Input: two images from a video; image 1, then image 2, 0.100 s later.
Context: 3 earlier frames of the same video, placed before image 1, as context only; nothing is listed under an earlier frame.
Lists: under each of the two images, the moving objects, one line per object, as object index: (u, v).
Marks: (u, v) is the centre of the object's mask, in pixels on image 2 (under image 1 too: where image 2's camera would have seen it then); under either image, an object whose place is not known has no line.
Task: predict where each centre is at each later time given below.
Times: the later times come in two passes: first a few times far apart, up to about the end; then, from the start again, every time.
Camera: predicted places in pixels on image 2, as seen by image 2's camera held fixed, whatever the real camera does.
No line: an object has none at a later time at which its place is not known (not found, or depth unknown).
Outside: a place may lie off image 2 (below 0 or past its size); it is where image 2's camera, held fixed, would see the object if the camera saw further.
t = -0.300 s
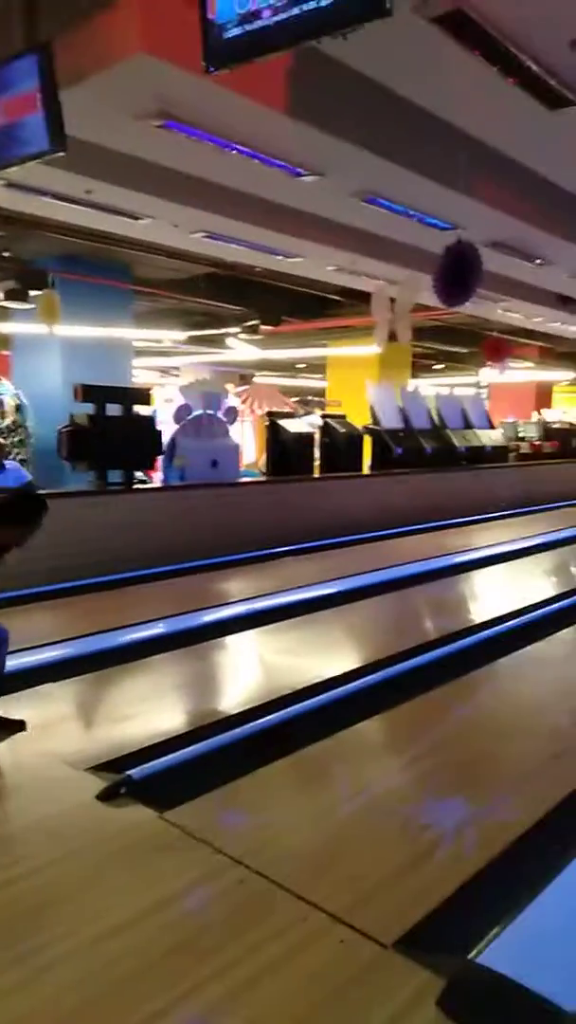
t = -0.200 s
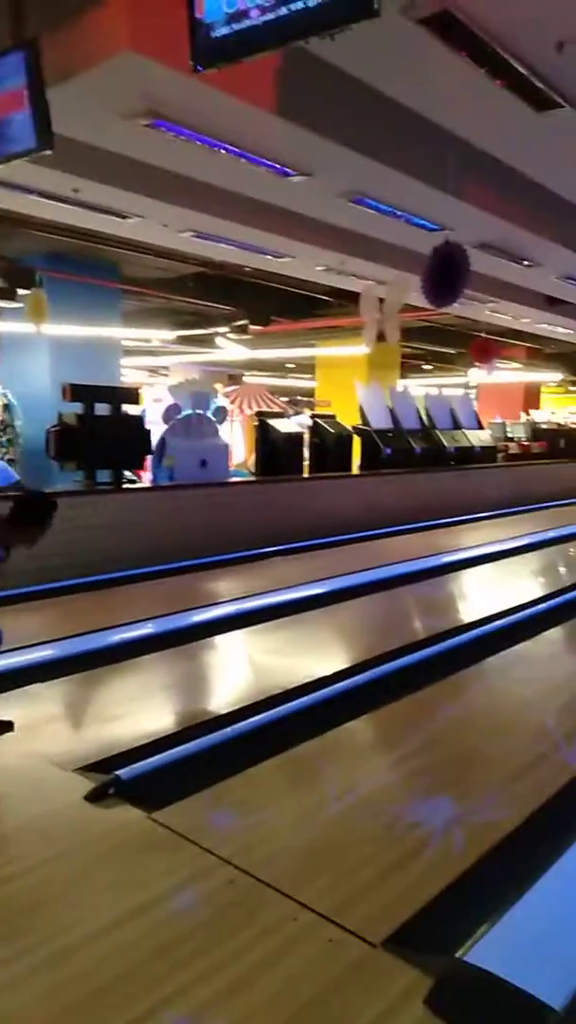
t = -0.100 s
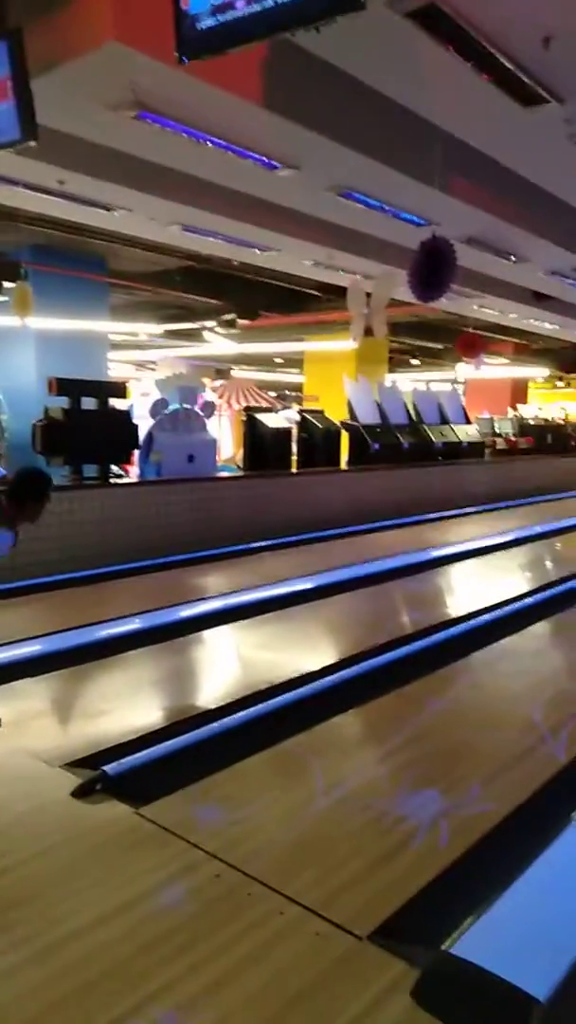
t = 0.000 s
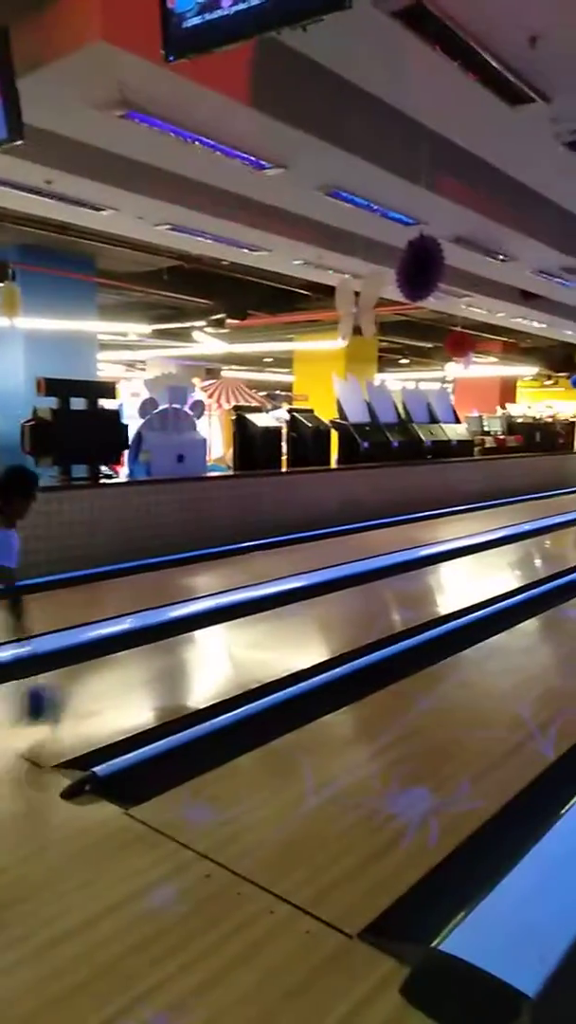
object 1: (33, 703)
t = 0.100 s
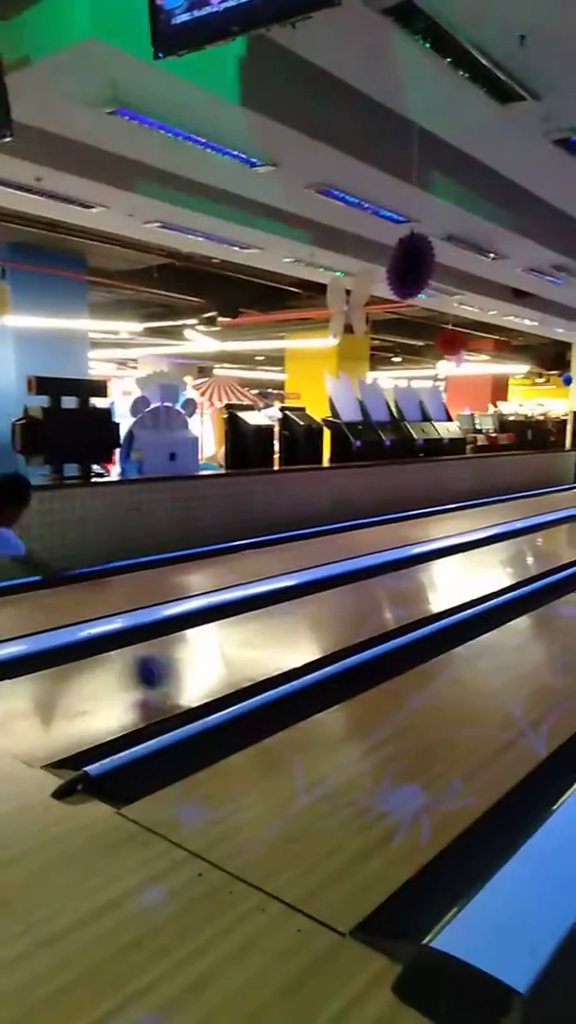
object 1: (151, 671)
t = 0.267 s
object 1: (288, 628)
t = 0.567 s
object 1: (440, 579)
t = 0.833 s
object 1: (522, 553)
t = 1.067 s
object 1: (571, 536)
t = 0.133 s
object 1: (177, 663)
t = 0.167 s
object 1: (210, 654)
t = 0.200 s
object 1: (239, 644)
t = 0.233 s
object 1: (264, 635)
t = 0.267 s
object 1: (288, 628)
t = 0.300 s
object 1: (311, 621)
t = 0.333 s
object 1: (331, 614)
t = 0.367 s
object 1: (349, 608)
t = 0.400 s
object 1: (368, 603)
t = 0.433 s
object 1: (385, 597)
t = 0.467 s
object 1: (400, 593)
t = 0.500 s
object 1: (415, 588)
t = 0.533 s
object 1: (428, 583)
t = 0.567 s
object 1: (440, 579)
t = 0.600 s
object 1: (453, 574)
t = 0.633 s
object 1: (465, 570)
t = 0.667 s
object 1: (475, 567)
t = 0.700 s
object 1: (486, 564)
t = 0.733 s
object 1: (496, 561)
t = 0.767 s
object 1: (505, 558)
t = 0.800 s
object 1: (514, 555)
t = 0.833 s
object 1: (522, 553)
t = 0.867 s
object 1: (531, 550)
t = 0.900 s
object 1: (537, 548)
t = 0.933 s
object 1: (545, 545)
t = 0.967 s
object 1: (552, 543)
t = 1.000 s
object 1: (559, 541)
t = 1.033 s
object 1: (565, 538)
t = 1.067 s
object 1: (571, 536)
